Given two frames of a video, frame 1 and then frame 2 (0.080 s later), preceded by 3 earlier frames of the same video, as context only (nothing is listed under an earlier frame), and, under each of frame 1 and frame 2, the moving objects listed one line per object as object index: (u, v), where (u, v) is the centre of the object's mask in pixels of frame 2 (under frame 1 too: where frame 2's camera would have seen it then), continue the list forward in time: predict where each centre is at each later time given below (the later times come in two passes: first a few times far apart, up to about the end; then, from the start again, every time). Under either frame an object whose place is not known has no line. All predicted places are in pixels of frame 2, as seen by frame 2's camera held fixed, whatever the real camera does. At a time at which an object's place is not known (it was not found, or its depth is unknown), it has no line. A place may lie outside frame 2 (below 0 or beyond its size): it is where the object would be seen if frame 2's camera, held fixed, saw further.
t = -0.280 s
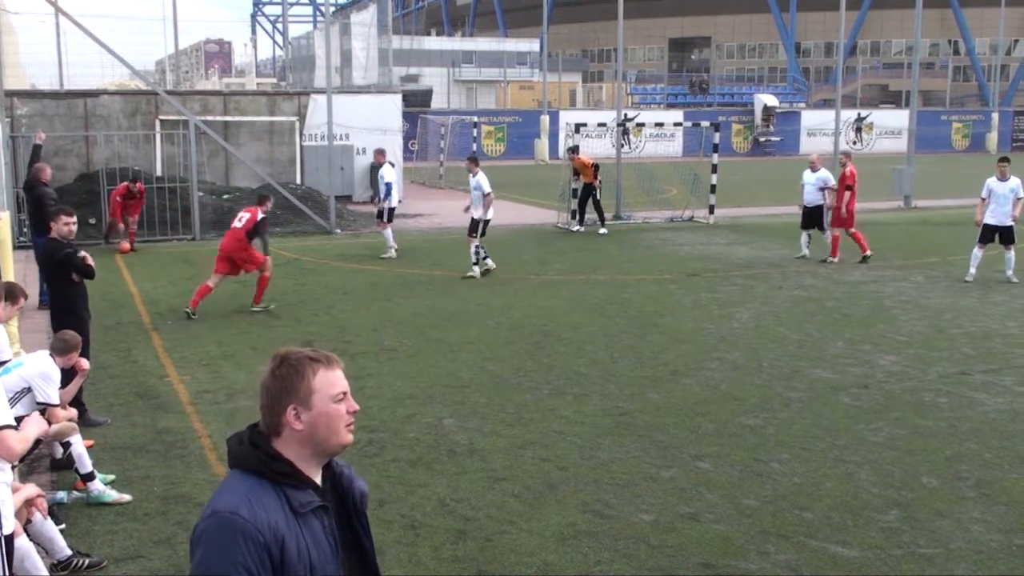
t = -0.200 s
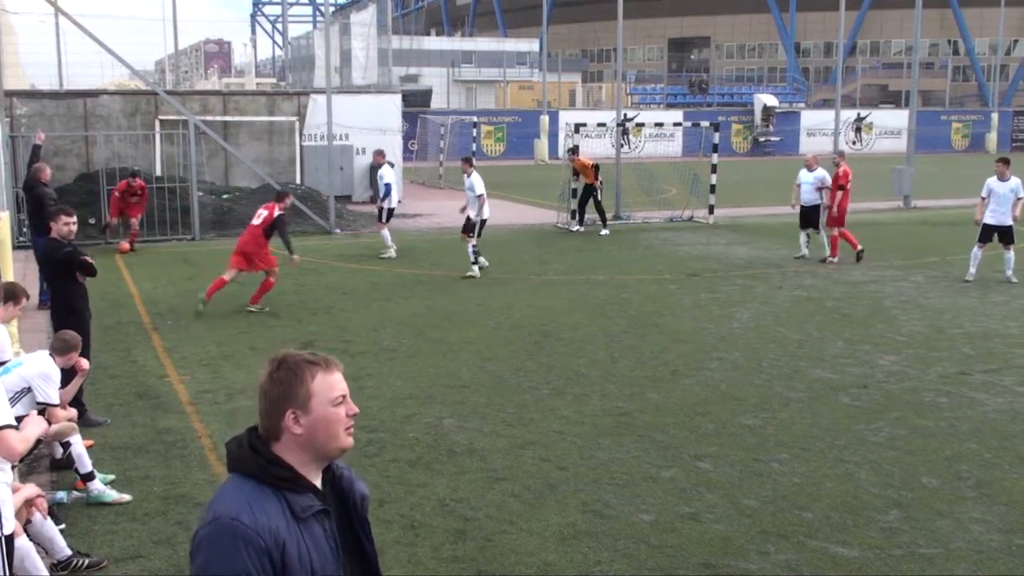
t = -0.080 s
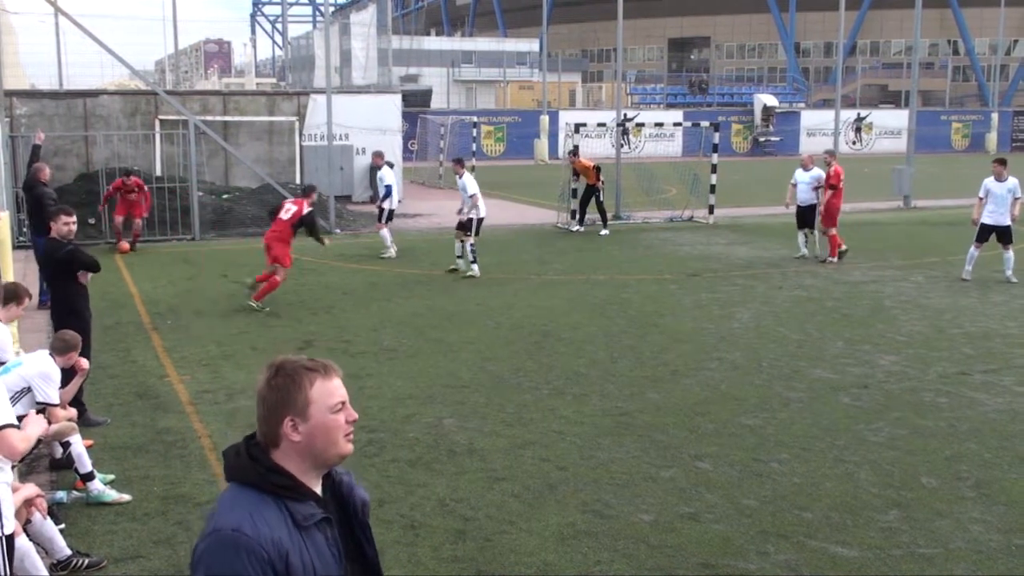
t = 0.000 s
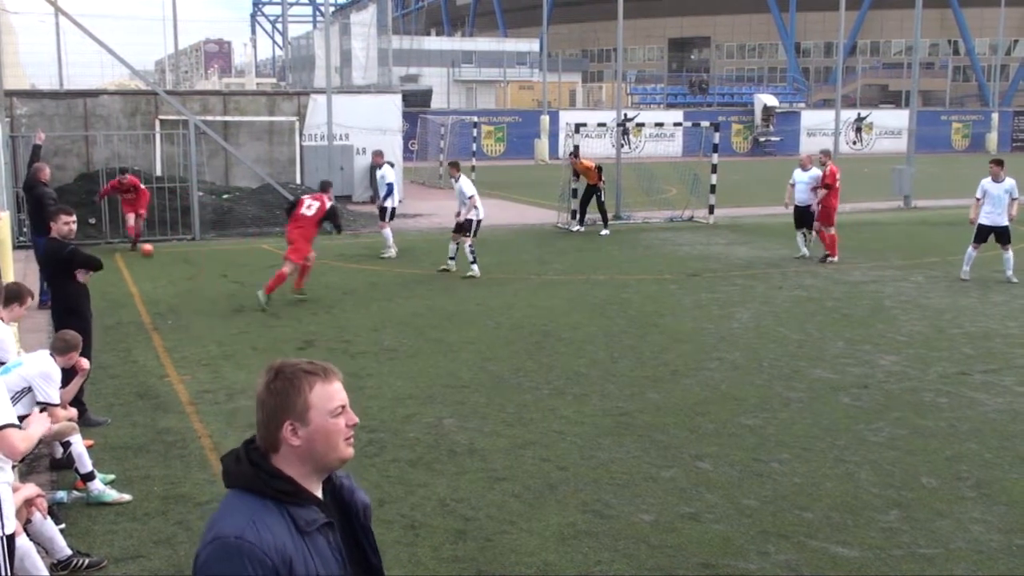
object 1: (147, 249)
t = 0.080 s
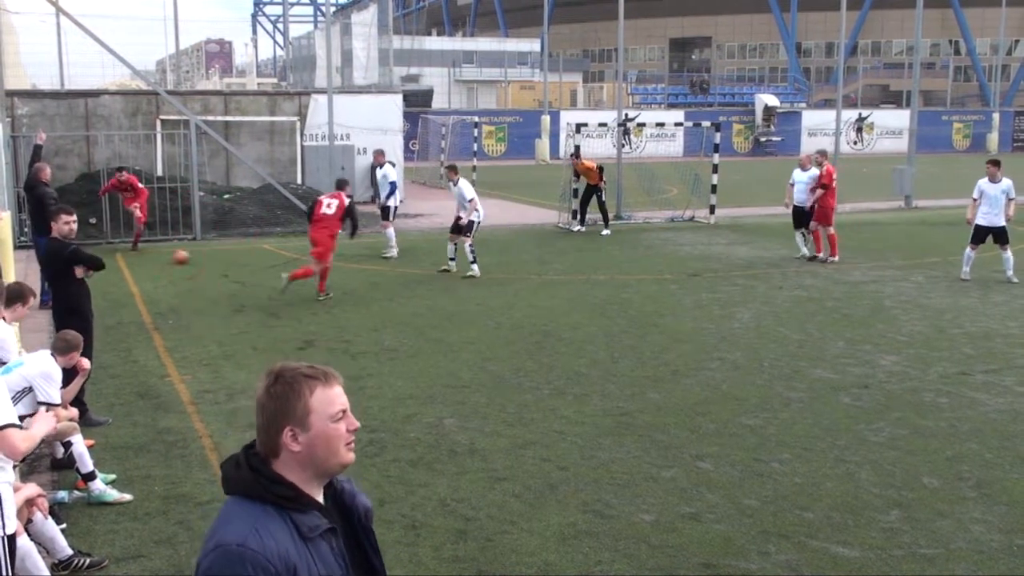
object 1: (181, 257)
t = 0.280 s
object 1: (270, 271)
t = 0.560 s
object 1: (404, 295)
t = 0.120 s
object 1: (198, 259)
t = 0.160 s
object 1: (216, 262)
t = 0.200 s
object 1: (235, 266)
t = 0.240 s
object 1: (253, 268)
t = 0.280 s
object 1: (270, 271)
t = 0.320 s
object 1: (290, 275)
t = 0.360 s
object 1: (310, 277)
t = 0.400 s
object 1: (328, 281)
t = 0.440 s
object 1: (349, 285)
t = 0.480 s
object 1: (368, 287)
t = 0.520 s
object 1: (385, 291)
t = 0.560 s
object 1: (404, 295)
